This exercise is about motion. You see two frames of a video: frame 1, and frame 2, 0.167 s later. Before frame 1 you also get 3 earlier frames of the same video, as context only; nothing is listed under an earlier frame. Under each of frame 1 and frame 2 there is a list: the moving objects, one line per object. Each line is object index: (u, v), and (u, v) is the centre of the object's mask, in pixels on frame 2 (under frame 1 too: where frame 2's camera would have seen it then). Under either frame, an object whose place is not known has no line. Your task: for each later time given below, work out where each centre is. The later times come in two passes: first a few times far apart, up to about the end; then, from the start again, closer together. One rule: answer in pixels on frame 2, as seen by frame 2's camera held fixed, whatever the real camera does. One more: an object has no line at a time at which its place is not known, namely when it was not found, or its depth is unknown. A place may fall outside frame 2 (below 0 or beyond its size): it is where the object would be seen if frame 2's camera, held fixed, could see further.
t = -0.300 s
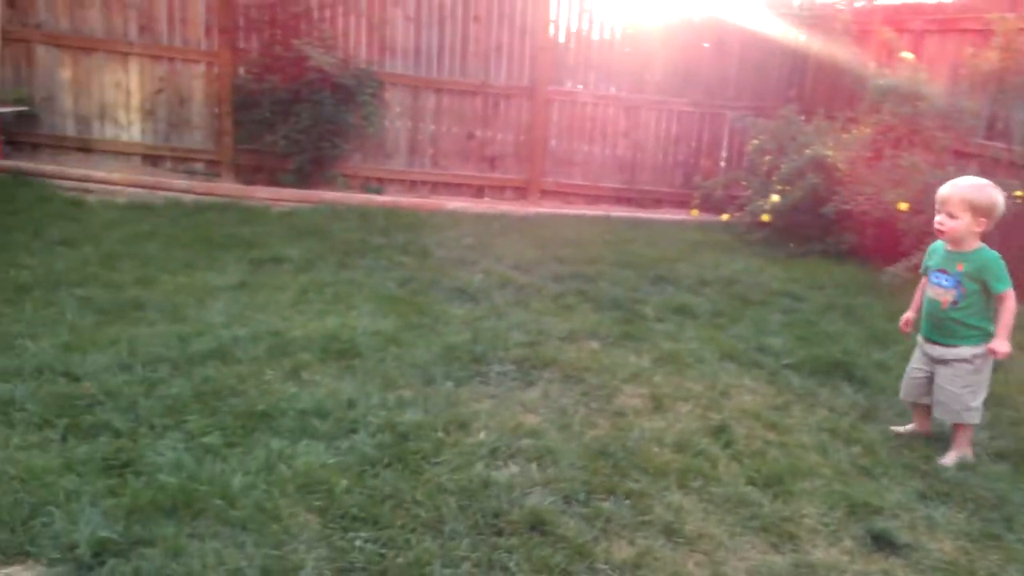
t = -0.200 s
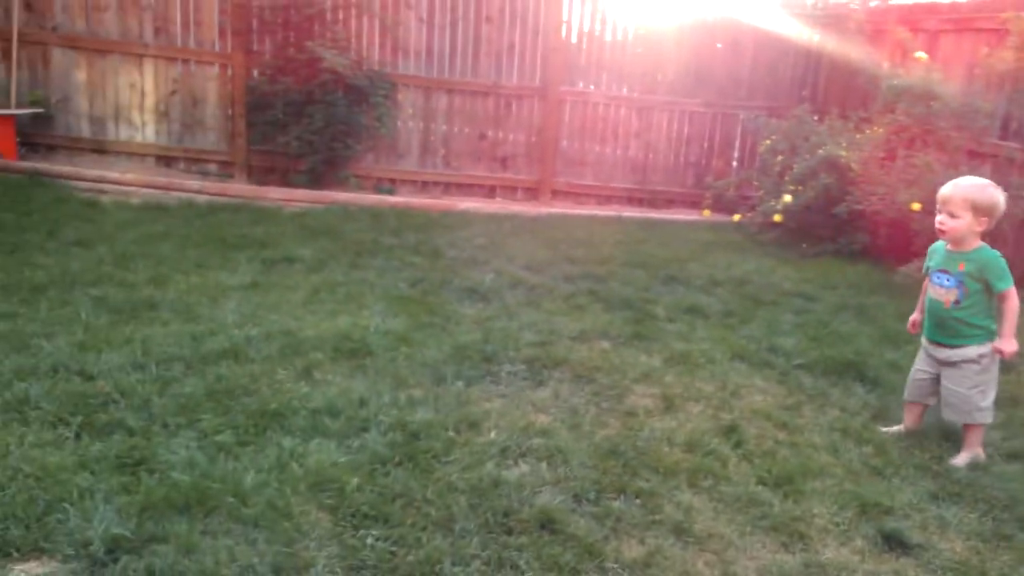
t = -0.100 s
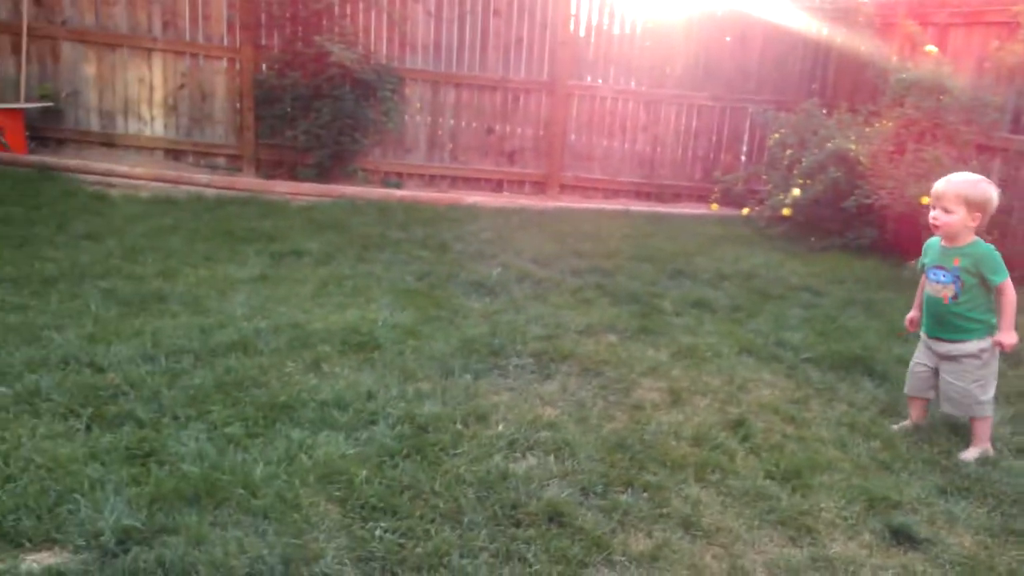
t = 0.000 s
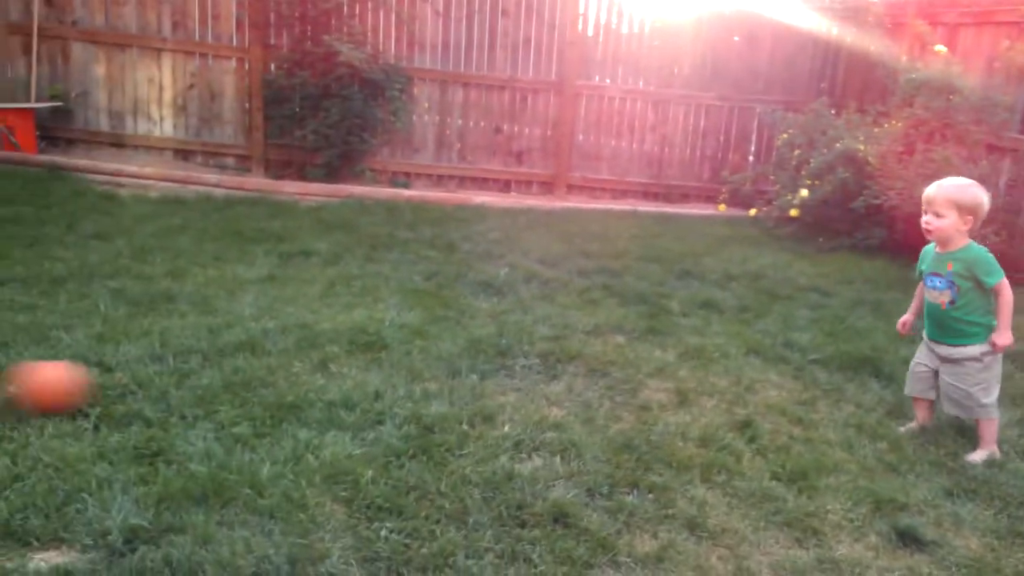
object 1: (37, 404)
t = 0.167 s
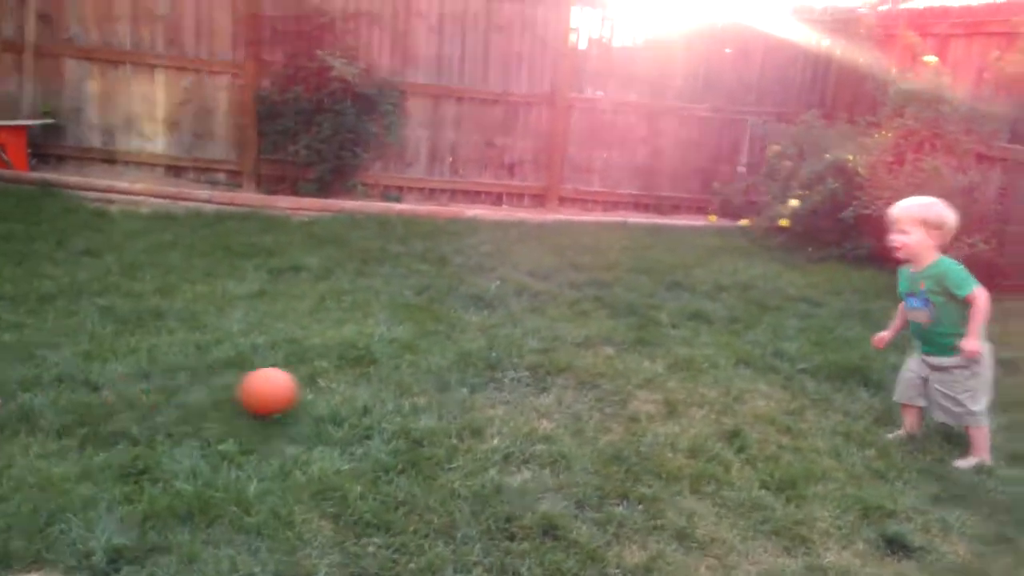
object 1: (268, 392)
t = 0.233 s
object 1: (331, 389)
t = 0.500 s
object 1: (503, 378)
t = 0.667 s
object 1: (588, 371)
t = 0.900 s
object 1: (682, 367)
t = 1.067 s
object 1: (735, 362)
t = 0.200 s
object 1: (301, 389)
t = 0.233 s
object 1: (331, 389)
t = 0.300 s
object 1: (382, 386)
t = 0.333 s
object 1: (403, 381)
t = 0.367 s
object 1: (424, 379)
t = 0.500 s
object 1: (503, 378)
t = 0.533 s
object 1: (521, 375)
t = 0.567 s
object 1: (539, 373)
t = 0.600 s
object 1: (556, 373)
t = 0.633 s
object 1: (573, 374)
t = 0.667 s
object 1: (588, 371)
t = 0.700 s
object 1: (603, 368)
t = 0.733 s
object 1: (617, 366)
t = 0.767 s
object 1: (630, 367)
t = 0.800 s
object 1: (643, 369)
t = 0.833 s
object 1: (656, 370)
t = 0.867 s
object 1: (669, 369)
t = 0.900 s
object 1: (682, 367)
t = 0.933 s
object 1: (694, 367)
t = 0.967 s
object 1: (705, 367)
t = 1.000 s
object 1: (715, 366)
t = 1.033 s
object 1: (726, 363)
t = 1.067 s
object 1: (735, 362)
